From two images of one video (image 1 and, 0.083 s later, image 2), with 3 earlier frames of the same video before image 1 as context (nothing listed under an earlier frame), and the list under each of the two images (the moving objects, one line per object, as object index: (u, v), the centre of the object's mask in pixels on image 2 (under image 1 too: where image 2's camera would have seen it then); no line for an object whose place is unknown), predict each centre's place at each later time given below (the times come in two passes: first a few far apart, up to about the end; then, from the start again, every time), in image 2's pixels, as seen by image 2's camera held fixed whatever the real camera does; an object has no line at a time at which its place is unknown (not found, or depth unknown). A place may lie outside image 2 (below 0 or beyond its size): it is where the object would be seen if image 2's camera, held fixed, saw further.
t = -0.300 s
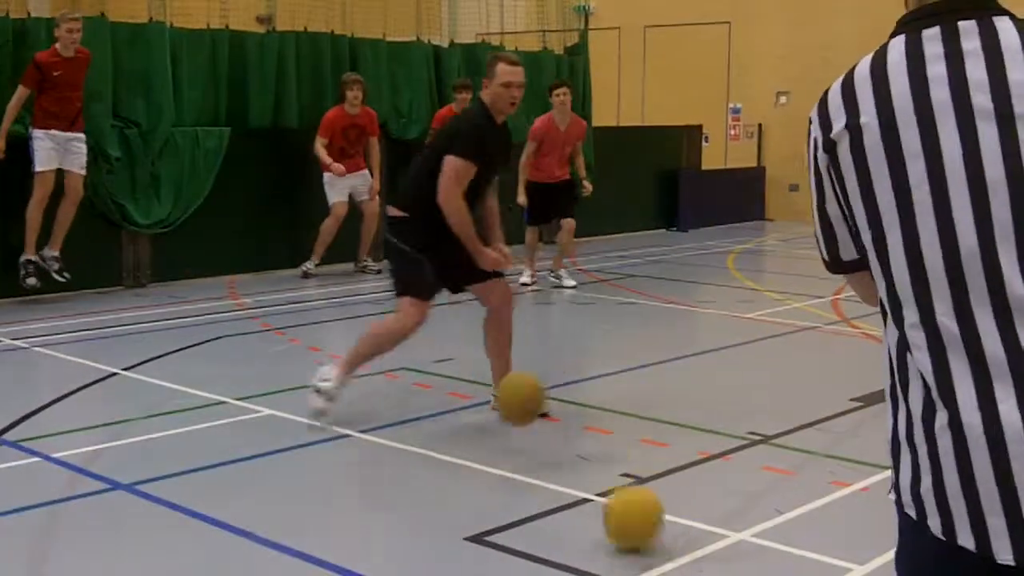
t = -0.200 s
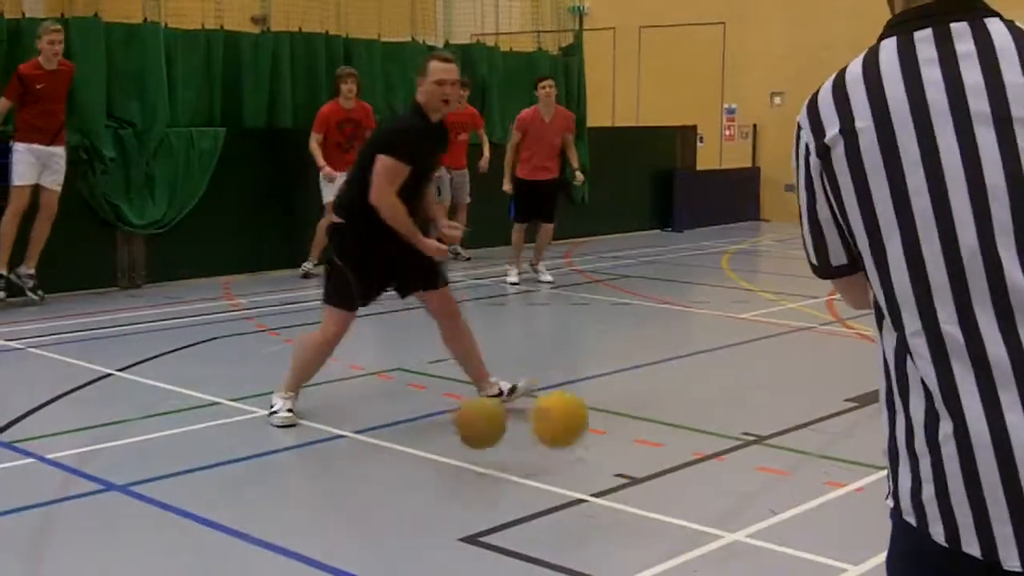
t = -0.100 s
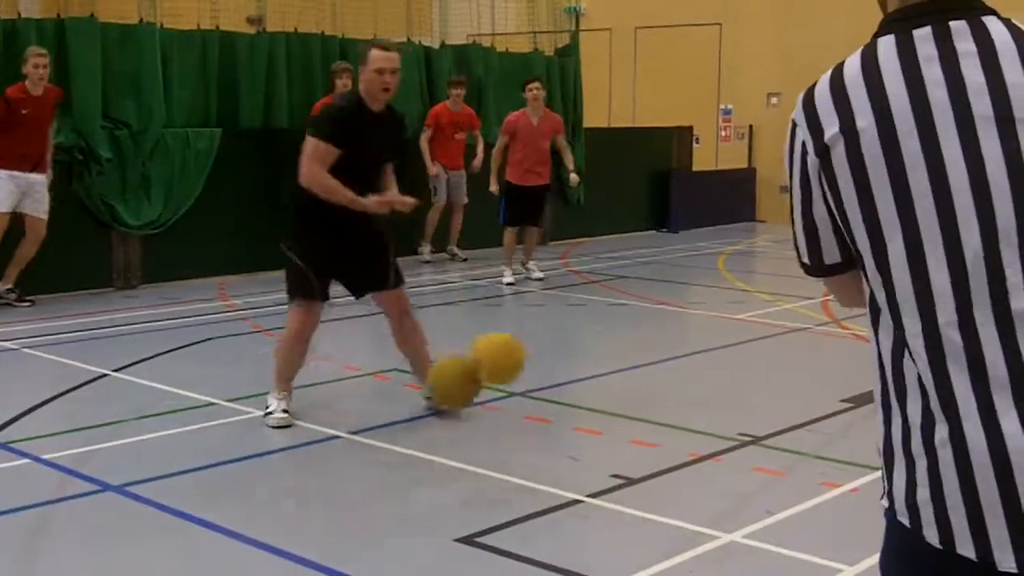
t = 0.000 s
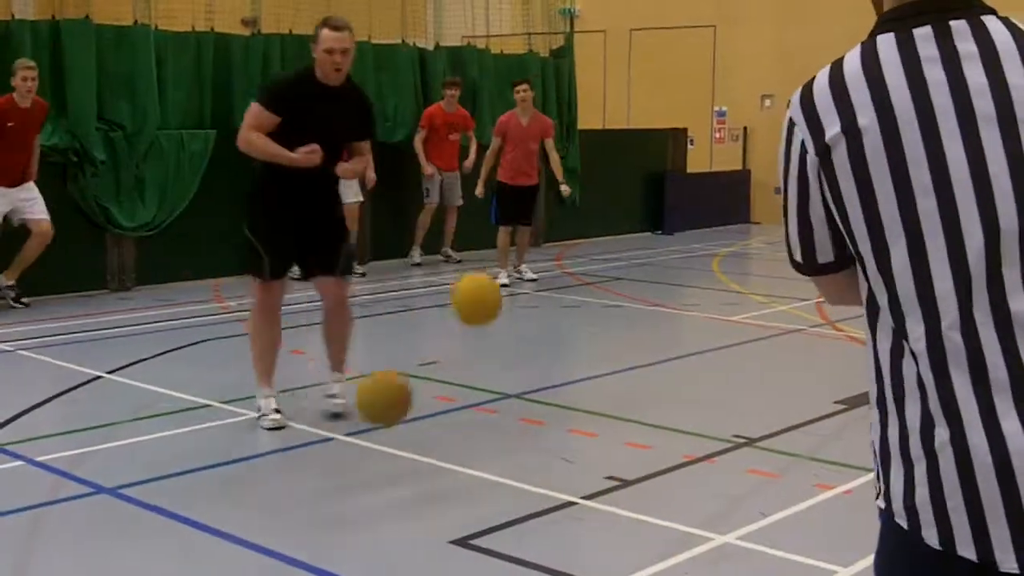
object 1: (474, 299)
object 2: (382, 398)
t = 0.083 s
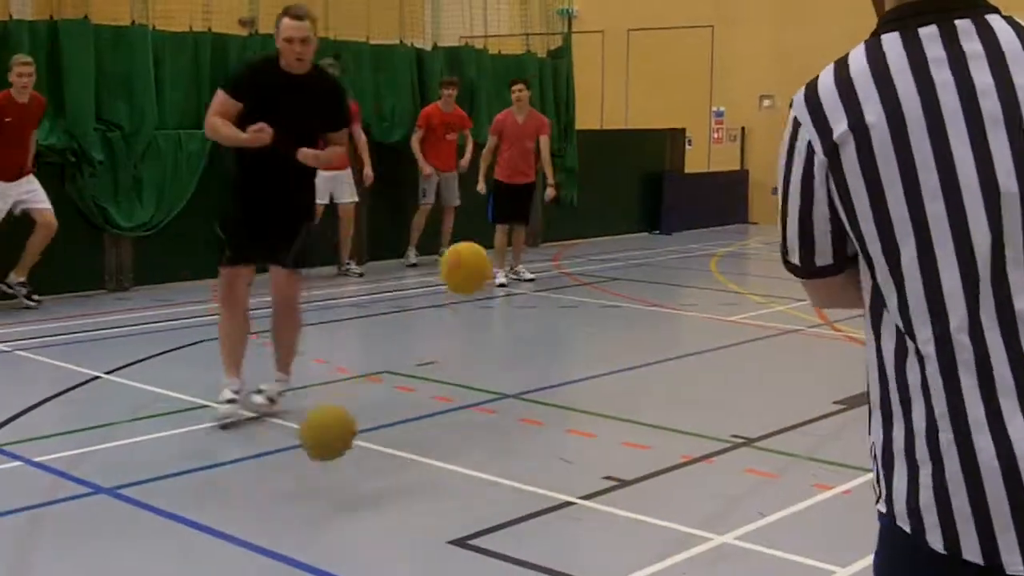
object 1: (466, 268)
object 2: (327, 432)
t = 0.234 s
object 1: (449, 256)
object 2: (252, 447)
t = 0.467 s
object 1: (425, 338)
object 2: (170, 444)
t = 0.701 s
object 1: (402, 315)
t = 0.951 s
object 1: (380, 261)
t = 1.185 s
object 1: (364, 314)
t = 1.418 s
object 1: (352, 285)
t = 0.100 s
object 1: (463, 264)
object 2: (316, 441)
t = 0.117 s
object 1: (460, 262)
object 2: (305, 451)
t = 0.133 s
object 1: (458, 258)
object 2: (294, 462)
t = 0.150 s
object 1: (456, 257)
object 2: (283, 474)
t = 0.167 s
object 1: (455, 256)
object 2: (276, 473)
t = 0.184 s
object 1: (454, 255)
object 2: (270, 465)
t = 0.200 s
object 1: (453, 255)
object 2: (264, 458)
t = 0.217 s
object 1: (451, 255)
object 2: (258, 452)
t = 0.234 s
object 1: (449, 256)
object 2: (252, 447)
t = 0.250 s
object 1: (446, 258)
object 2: (247, 442)
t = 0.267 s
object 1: (444, 261)
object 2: (240, 438)
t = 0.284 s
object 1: (442, 264)
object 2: (235, 434)
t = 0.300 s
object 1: (440, 269)
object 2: (228, 433)
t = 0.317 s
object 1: (439, 273)
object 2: (223, 431)
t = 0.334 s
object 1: (437, 278)
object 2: (217, 429)
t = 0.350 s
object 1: (436, 283)
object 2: (212, 429)
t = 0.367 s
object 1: (435, 288)
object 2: (206, 429)
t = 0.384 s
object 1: (433, 295)
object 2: (200, 429)
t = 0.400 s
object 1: (432, 303)
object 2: (194, 431)
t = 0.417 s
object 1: (430, 312)
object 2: (188, 433)
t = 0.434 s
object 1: (427, 320)
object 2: (182, 436)
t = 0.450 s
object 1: (426, 329)
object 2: (176, 440)
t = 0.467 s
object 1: (425, 338)
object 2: (170, 444)
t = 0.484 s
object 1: (423, 347)
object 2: (164, 448)
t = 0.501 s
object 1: (422, 356)
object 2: (157, 453)
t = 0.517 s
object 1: (421, 367)
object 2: (151, 461)
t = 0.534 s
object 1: (419, 377)
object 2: (145, 468)
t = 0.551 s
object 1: (417, 389)
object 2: (139, 476)
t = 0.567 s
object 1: (415, 396)
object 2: (134, 486)
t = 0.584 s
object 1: (413, 385)
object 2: (128, 495)
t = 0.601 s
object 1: (411, 373)
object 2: (122, 507)
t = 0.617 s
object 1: (409, 362)
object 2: (113, 506)
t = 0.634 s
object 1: (408, 352)
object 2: (106, 498)
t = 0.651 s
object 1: (406, 341)
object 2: (97, 492)
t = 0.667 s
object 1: (404, 331)
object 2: (88, 487)
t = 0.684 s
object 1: (403, 323)
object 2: (82, 483)
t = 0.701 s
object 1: (402, 315)
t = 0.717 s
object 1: (400, 307)
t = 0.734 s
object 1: (398, 300)
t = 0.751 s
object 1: (395, 293)
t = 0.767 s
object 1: (394, 287)
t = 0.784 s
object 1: (392, 282)
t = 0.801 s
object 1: (390, 278)
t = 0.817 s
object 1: (390, 274)
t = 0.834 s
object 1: (390, 271)
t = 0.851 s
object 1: (388, 268)
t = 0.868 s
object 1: (388, 265)
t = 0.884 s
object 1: (386, 263)
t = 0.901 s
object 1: (385, 262)
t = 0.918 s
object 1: (384, 261)
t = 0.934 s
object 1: (382, 261)
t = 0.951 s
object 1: (380, 261)
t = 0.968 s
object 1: (379, 261)
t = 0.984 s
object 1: (380, 262)
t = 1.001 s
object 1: (379, 263)
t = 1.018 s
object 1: (377, 265)
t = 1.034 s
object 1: (376, 268)
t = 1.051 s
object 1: (375, 271)
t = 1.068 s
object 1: (373, 274)
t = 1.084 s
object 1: (372, 279)
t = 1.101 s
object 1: (371, 284)
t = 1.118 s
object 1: (370, 288)
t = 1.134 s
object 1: (367, 295)
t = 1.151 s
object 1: (367, 301)
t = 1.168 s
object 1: (365, 307)
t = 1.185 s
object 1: (364, 314)
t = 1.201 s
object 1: (362, 321)
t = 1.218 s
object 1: (361, 328)
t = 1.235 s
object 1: (360, 336)
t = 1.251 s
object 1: (360, 343)
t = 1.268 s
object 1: (359, 337)
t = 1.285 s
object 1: (358, 329)
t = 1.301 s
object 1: (357, 322)
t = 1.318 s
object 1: (357, 314)
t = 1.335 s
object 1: (356, 308)
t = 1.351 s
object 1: (355, 303)
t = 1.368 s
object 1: (355, 298)
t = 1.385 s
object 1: (354, 294)
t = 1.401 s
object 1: (353, 288)
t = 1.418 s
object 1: (352, 285)
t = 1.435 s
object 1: (351, 281)
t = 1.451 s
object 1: (350, 278)
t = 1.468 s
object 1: (349, 274)
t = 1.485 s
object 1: (348, 272)
